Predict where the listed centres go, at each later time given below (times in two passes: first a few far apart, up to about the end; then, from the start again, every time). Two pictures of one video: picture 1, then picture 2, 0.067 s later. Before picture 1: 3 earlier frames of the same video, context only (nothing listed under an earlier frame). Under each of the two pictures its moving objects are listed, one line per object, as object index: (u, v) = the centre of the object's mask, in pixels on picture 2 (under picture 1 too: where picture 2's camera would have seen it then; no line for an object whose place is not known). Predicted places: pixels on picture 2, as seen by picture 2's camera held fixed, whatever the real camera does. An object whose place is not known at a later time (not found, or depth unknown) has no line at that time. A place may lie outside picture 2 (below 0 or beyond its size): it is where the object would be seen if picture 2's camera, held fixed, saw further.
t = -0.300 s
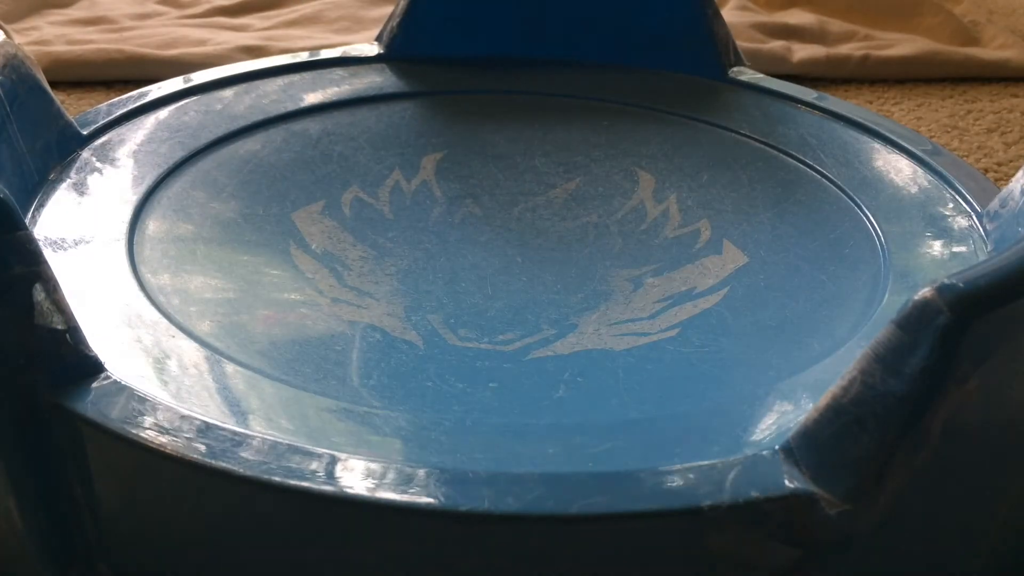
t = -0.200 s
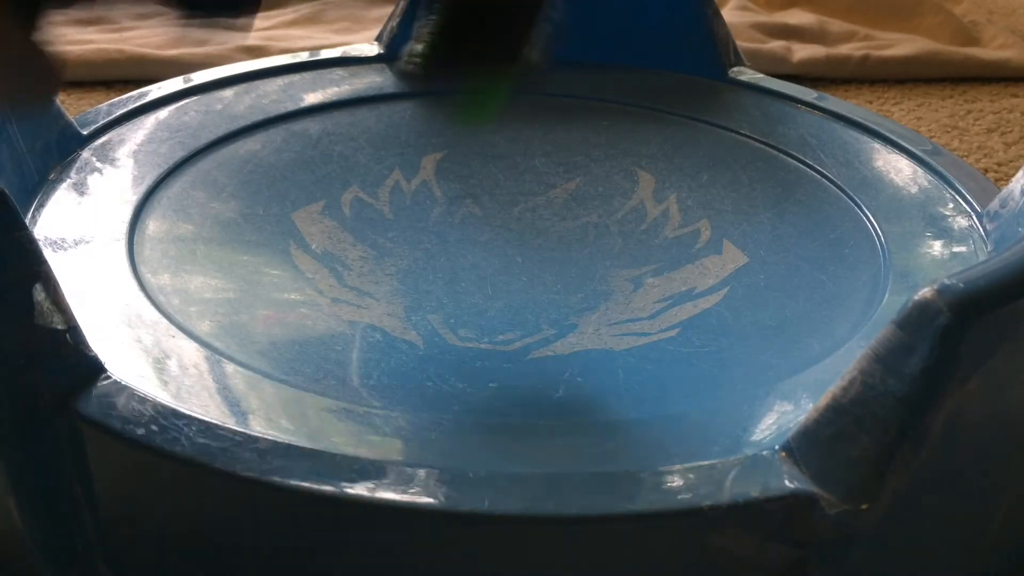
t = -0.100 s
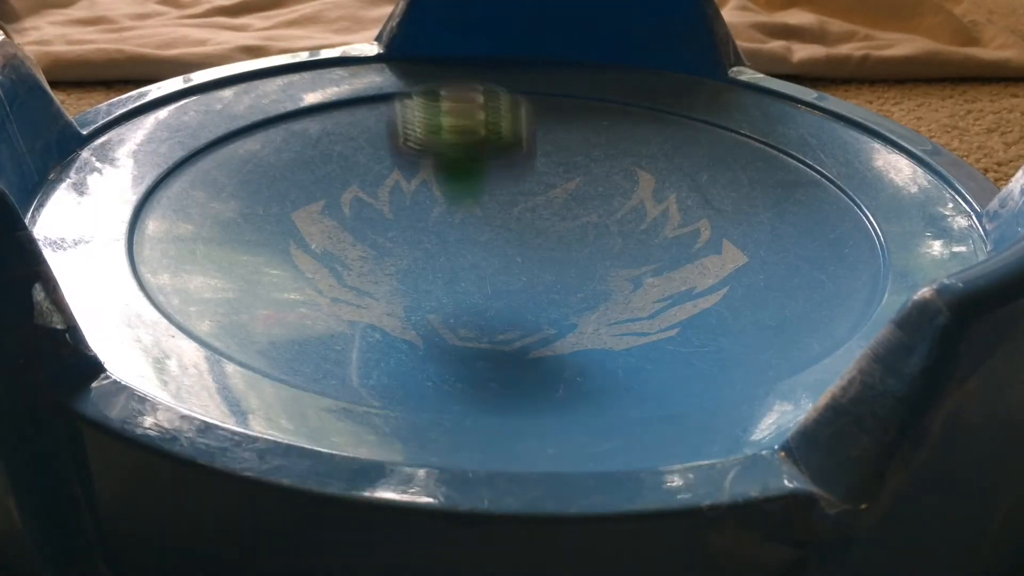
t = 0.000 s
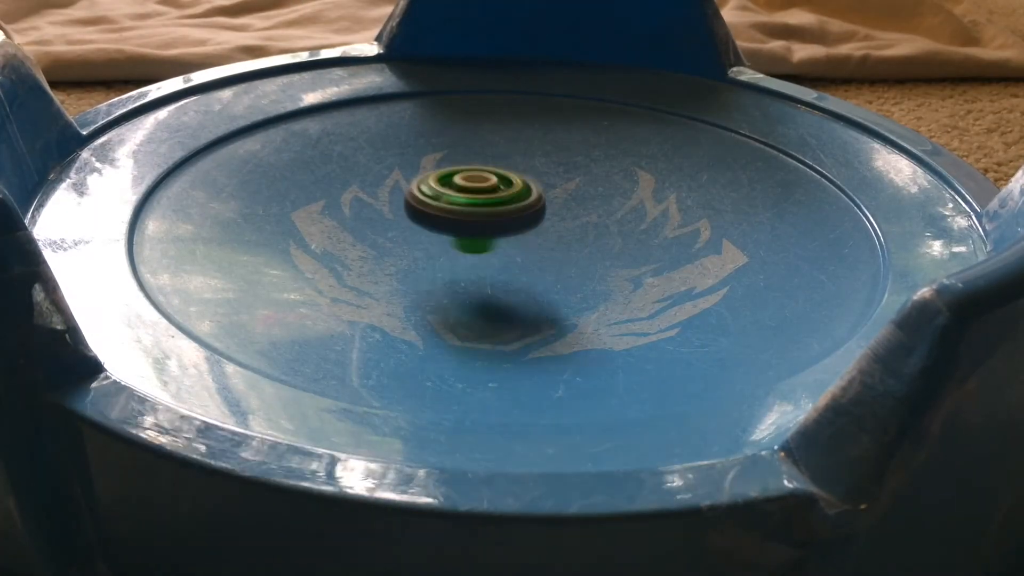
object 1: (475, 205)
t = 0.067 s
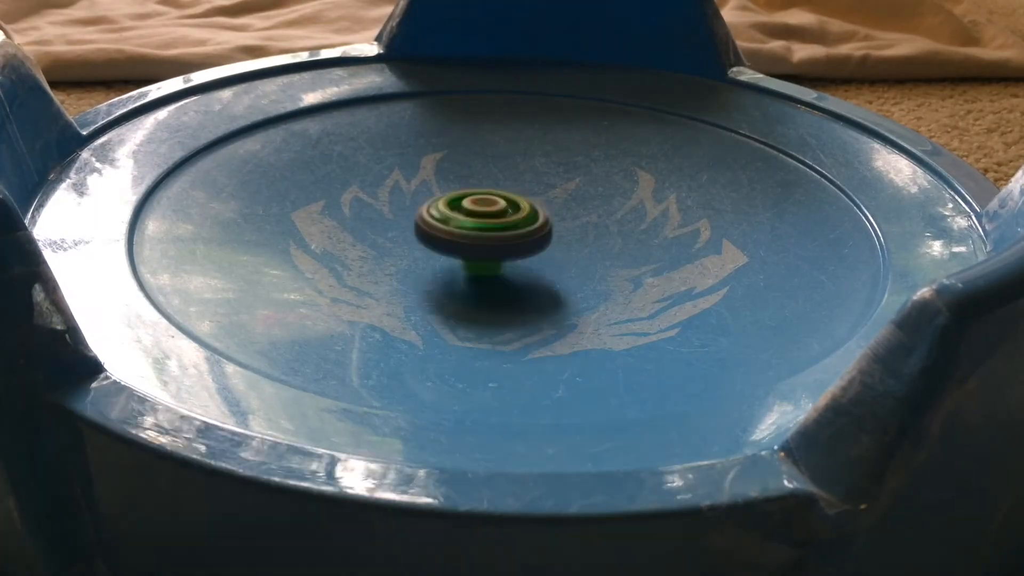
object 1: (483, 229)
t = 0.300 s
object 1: (485, 229)
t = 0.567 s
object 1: (431, 232)
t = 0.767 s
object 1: (452, 250)
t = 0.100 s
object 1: (487, 229)
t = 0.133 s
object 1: (491, 228)
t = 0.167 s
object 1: (495, 229)
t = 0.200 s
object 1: (496, 229)
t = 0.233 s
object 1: (495, 229)
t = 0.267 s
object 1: (492, 229)
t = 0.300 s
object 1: (485, 229)
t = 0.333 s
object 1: (478, 229)
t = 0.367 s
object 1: (470, 228)
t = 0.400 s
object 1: (462, 227)
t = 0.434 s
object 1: (454, 227)
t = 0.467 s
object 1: (447, 227)
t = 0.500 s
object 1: (440, 228)
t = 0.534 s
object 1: (435, 229)
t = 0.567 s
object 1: (431, 232)
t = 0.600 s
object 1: (427, 234)
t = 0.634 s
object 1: (427, 237)
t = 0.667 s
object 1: (428, 240)
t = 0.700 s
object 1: (433, 244)
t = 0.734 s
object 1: (441, 247)
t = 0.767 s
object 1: (452, 250)
